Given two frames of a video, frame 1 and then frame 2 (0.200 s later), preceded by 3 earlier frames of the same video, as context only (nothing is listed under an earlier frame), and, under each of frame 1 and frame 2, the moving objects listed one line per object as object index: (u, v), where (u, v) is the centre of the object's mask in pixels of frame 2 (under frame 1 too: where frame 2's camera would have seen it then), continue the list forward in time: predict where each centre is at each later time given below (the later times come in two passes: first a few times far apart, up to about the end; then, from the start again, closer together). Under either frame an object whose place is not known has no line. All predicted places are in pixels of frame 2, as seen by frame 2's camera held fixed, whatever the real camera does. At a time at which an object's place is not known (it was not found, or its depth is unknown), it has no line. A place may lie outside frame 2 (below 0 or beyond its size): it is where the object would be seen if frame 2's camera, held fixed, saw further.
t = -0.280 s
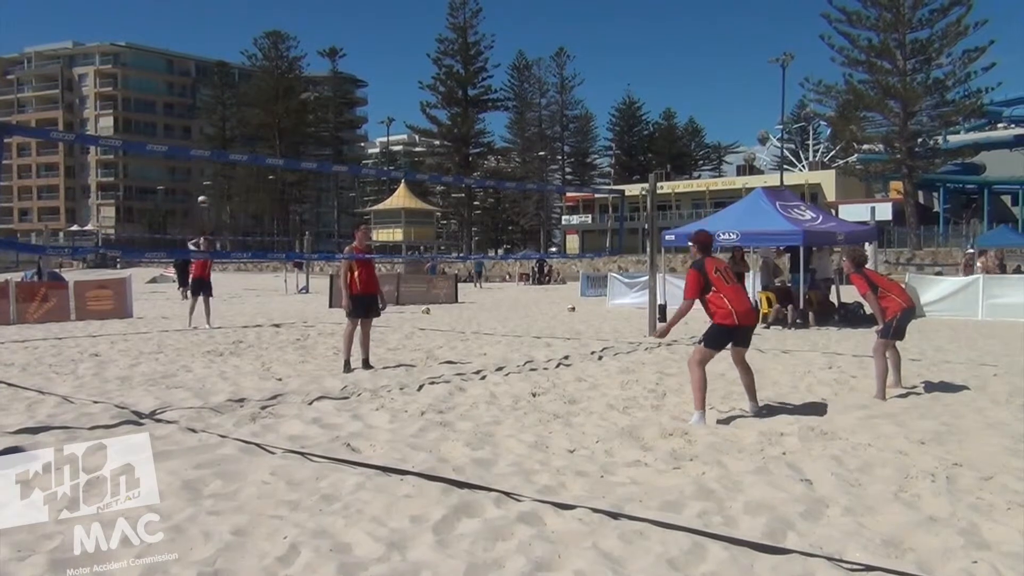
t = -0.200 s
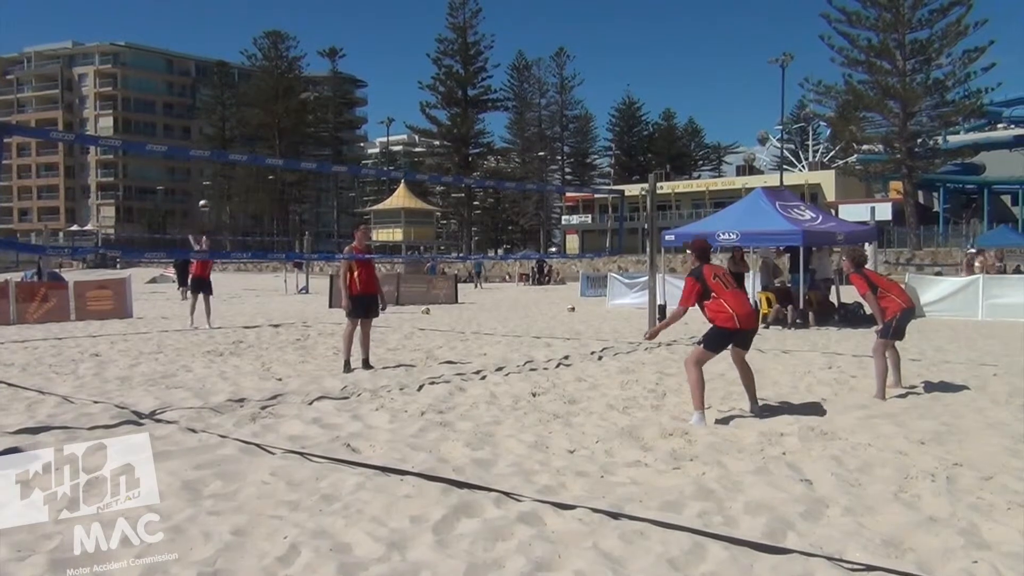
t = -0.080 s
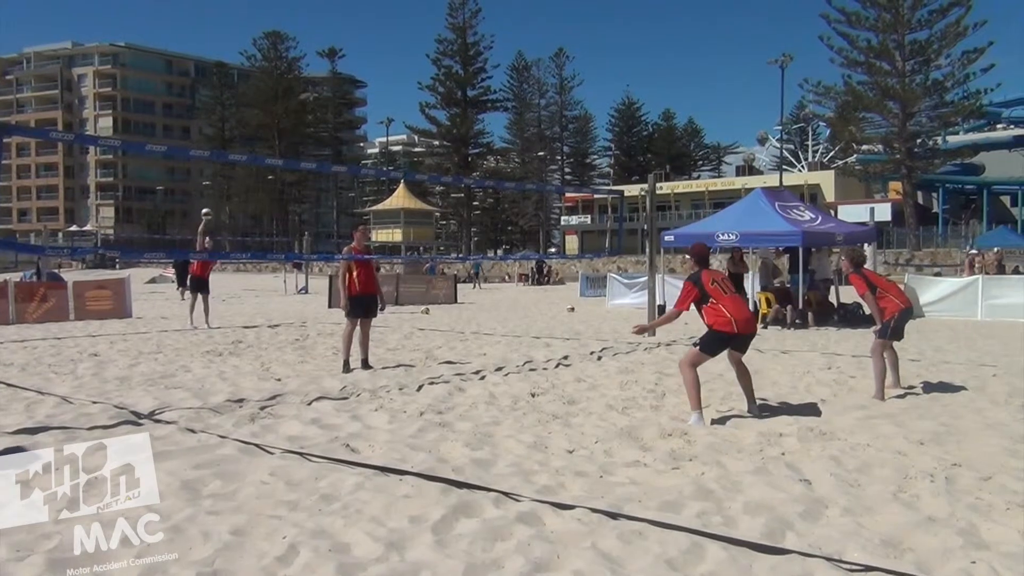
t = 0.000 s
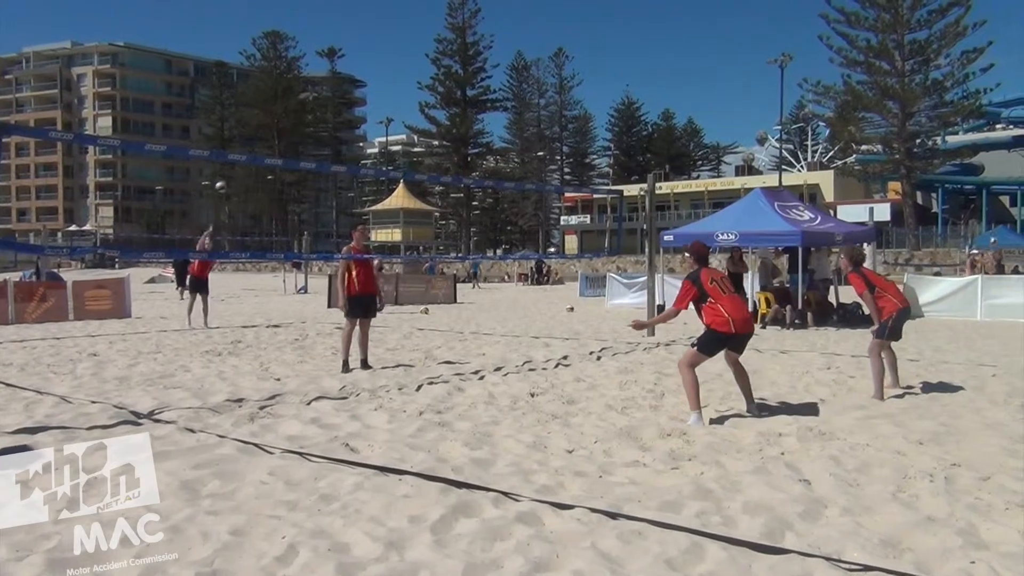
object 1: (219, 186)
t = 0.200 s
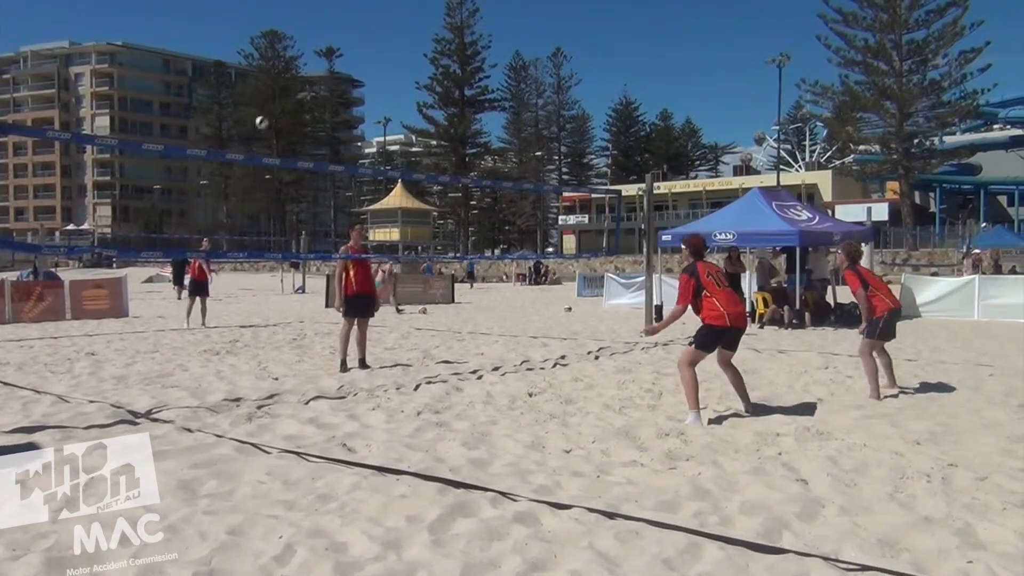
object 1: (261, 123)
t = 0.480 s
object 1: (329, 55)
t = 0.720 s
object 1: (399, 28)
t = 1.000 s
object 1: (494, 55)
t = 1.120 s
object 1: (542, 91)
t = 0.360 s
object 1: (300, 79)
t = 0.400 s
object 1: (308, 70)
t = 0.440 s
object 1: (318, 61)
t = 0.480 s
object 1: (329, 55)
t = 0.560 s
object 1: (352, 43)
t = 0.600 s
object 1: (364, 38)
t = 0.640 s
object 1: (375, 34)
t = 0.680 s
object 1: (388, 30)
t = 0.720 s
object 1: (399, 28)
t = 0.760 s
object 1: (411, 28)
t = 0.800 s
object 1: (424, 27)
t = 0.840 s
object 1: (436, 30)
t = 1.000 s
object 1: (494, 55)
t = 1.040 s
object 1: (509, 65)
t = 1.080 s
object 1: (525, 77)
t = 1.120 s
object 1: (542, 91)
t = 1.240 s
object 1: (597, 143)
